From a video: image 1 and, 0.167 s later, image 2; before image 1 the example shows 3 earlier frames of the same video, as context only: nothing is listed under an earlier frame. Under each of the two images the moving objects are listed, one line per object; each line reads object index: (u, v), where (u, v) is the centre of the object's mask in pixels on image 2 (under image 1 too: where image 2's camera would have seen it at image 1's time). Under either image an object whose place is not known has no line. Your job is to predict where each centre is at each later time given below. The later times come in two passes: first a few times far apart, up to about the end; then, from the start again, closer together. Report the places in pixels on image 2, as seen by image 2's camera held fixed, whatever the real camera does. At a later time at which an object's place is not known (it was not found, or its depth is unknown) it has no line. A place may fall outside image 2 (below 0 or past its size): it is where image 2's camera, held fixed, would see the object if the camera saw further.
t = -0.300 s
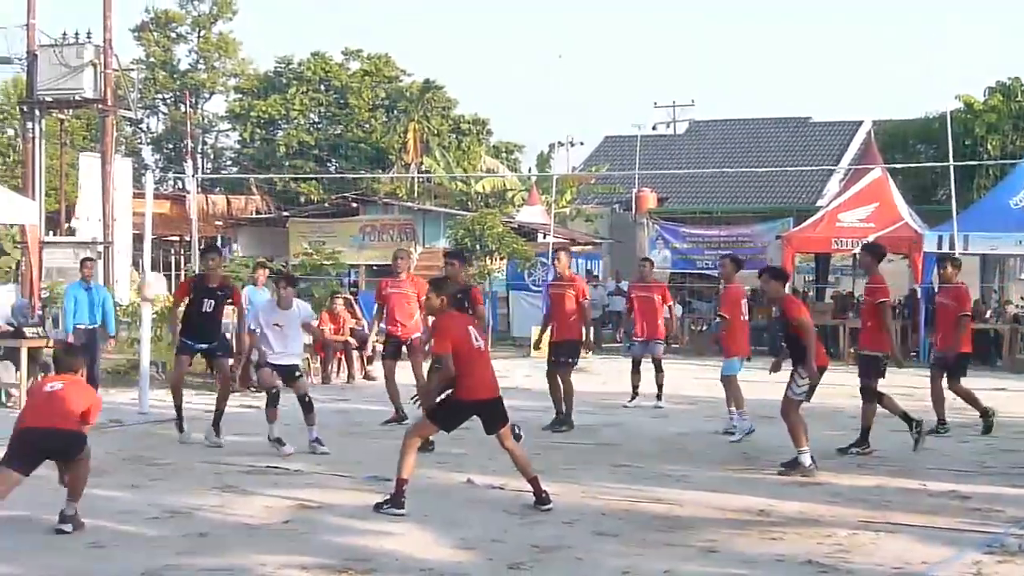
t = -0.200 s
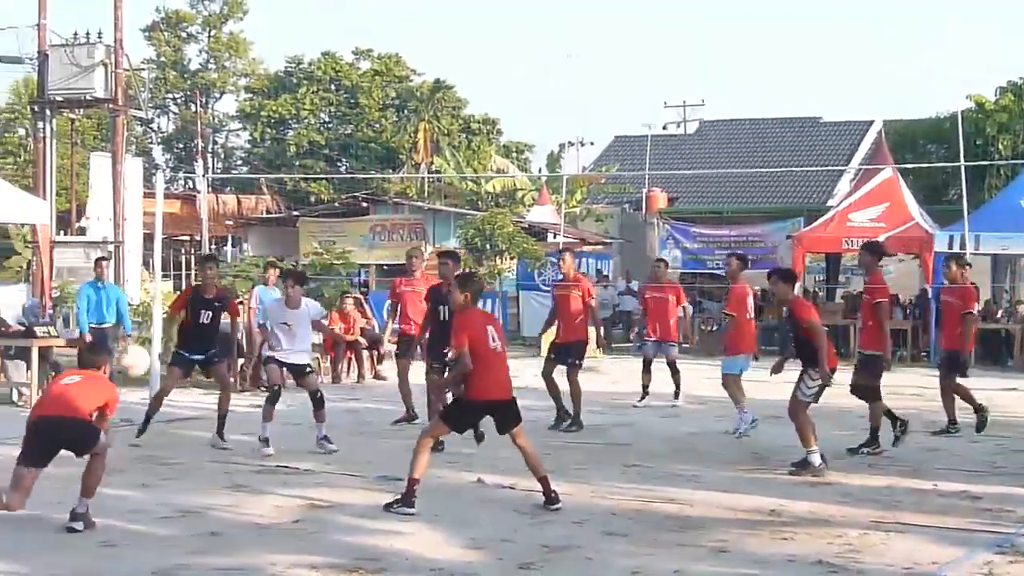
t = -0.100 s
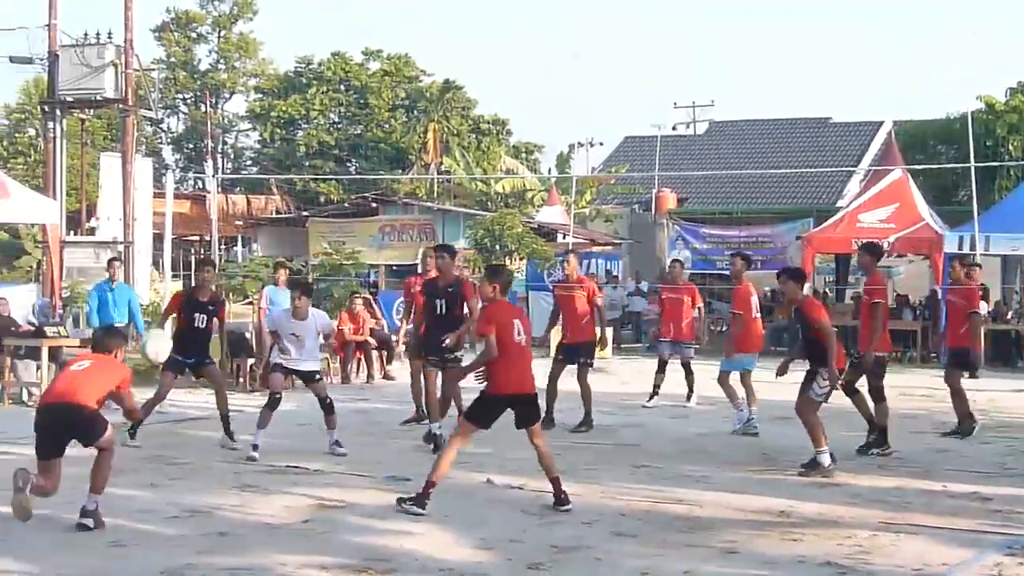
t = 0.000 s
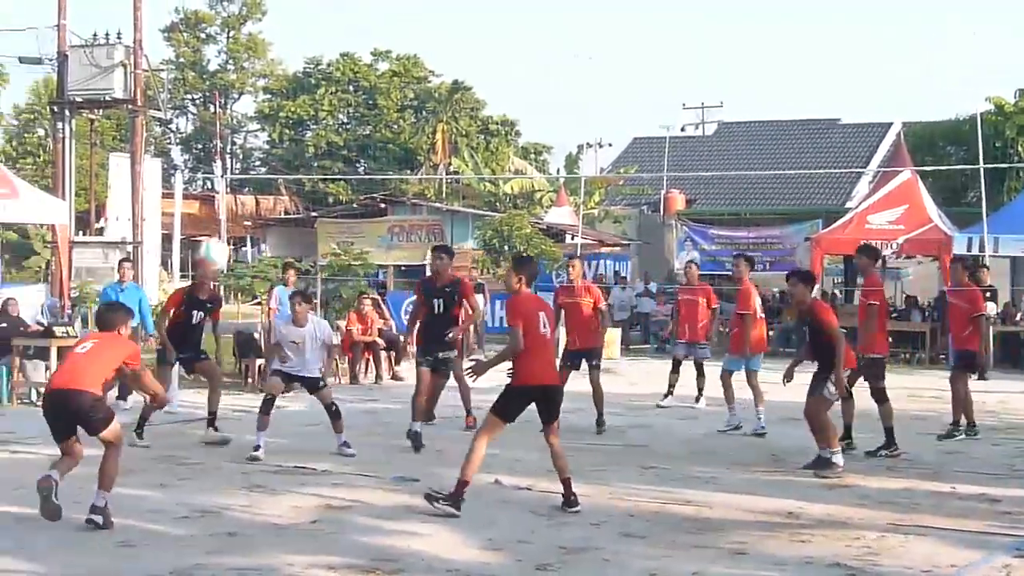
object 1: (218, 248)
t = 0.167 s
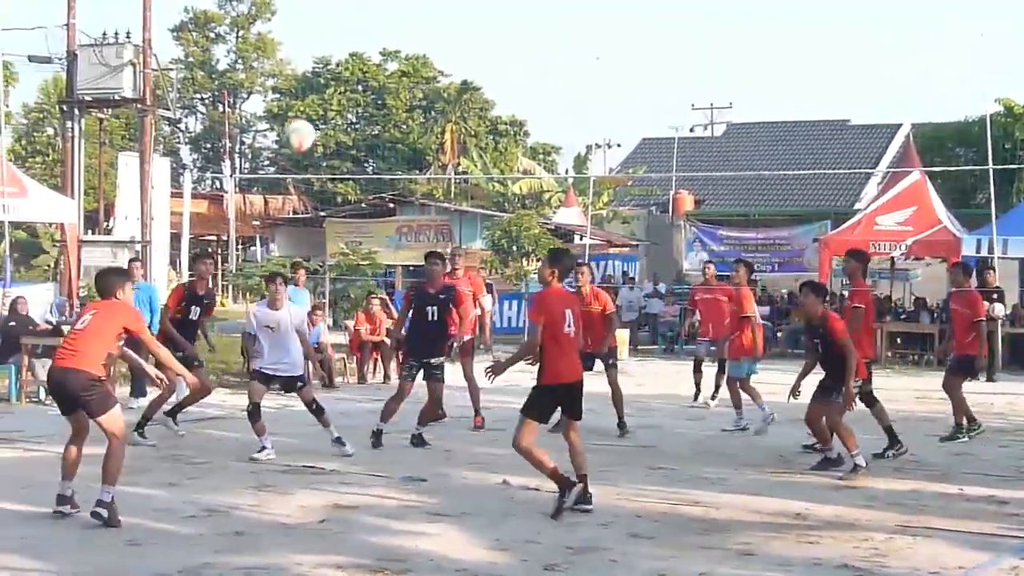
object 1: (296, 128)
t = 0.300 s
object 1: (357, 67)
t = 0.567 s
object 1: (466, 23)
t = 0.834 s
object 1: (569, 82)
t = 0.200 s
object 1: (312, 112)
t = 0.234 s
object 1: (327, 94)
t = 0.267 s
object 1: (341, 79)
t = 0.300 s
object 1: (357, 67)
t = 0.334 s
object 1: (375, 54)
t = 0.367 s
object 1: (377, 48)
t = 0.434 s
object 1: (411, 39)
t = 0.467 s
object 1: (423, 27)
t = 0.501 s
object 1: (435, 28)
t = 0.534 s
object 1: (452, 22)
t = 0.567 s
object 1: (466, 23)
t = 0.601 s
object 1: (477, 24)
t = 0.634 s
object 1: (491, 29)
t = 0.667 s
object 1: (507, 34)
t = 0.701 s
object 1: (518, 39)
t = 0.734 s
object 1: (532, 50)
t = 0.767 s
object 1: (542, 59)
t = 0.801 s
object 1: (558, 68)
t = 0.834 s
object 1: (569, 82)
